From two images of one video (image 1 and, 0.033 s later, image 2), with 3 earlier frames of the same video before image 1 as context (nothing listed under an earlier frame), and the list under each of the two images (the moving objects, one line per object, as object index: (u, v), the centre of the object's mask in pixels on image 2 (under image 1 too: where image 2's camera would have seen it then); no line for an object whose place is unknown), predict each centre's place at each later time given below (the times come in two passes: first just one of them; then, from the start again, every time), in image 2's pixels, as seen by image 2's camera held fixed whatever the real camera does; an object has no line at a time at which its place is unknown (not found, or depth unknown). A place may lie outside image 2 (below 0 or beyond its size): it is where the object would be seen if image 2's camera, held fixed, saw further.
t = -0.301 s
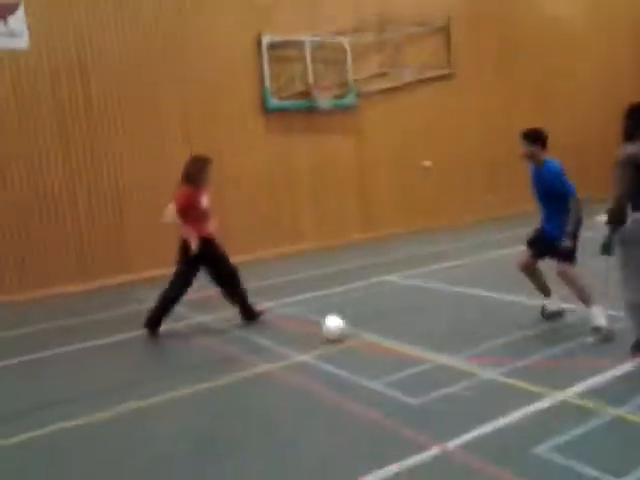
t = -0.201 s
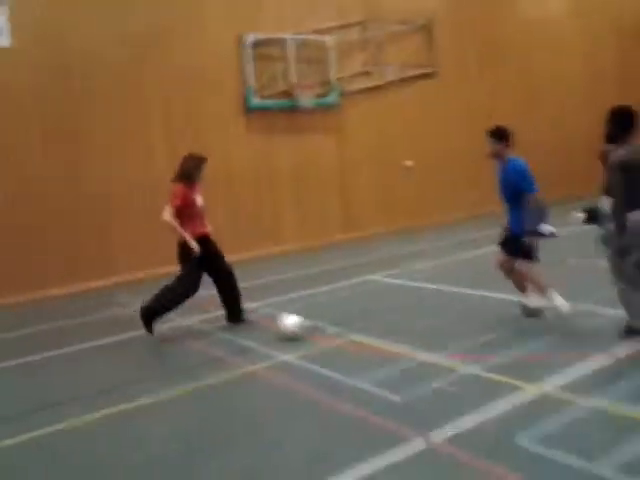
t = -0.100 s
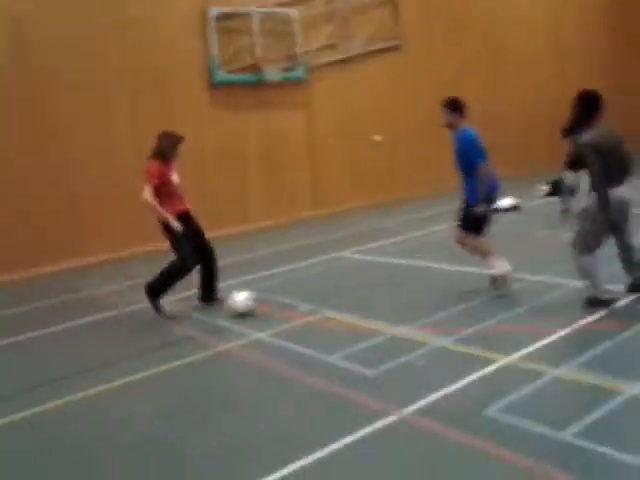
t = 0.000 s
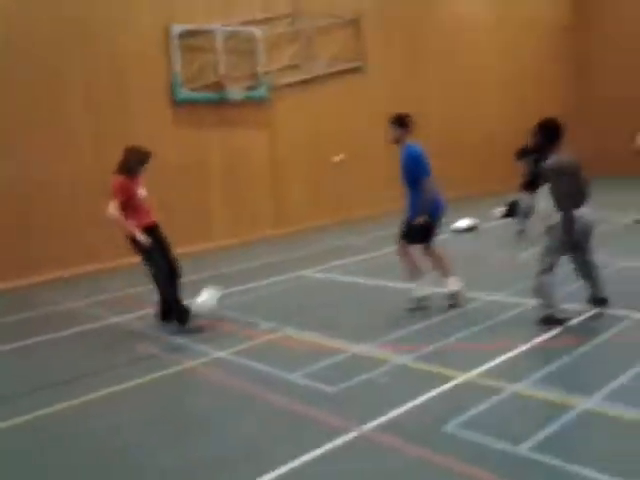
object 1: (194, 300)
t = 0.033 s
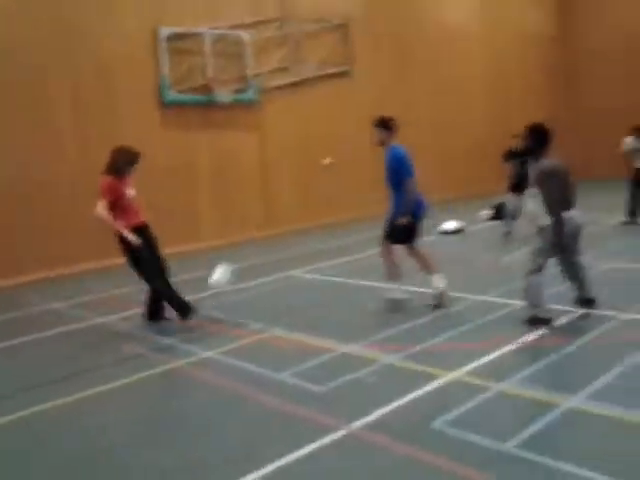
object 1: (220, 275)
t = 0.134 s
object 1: (295, 221)
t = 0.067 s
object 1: (246, 254)
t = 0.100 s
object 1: (271, 238)
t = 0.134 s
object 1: (295, 221)
